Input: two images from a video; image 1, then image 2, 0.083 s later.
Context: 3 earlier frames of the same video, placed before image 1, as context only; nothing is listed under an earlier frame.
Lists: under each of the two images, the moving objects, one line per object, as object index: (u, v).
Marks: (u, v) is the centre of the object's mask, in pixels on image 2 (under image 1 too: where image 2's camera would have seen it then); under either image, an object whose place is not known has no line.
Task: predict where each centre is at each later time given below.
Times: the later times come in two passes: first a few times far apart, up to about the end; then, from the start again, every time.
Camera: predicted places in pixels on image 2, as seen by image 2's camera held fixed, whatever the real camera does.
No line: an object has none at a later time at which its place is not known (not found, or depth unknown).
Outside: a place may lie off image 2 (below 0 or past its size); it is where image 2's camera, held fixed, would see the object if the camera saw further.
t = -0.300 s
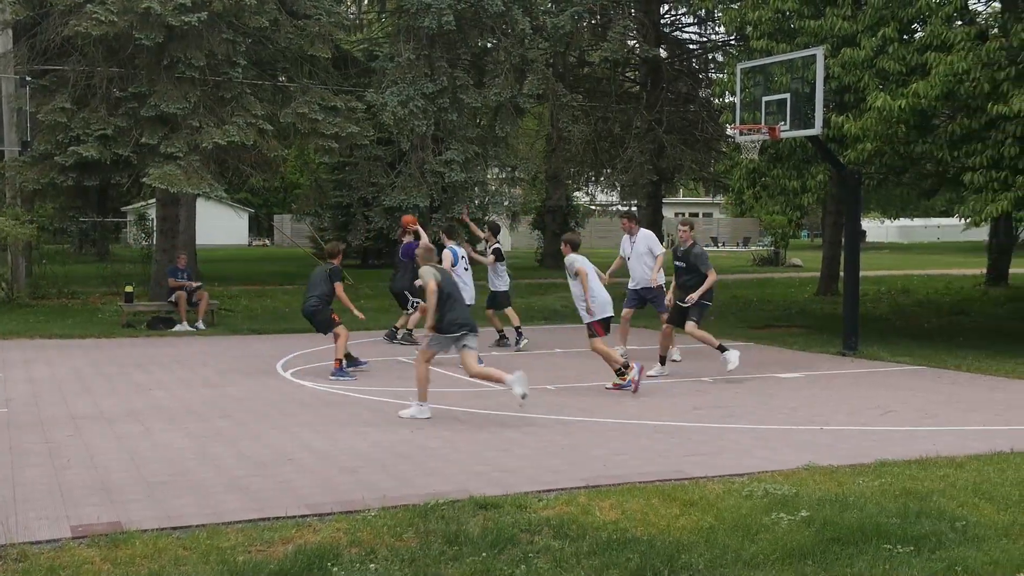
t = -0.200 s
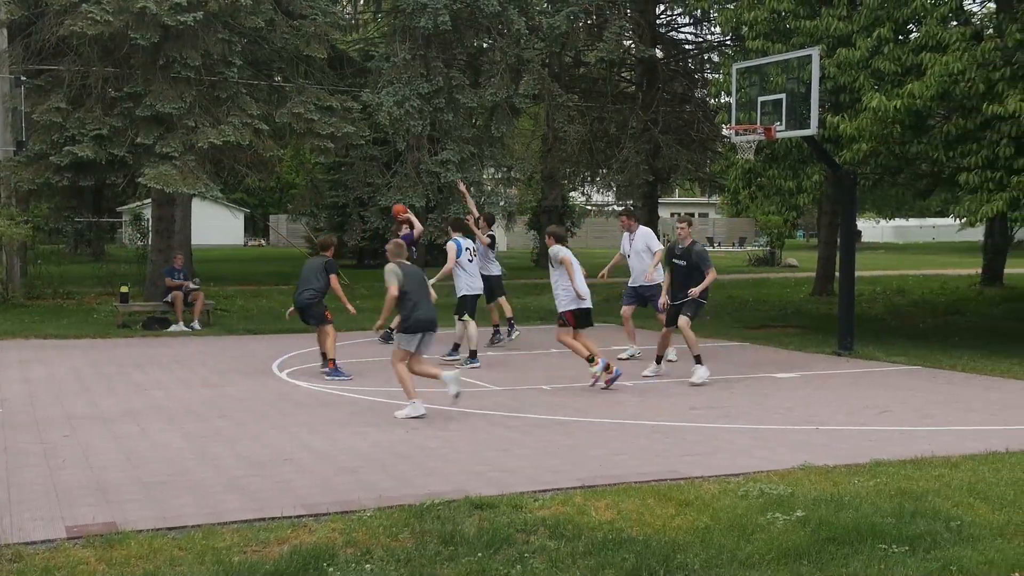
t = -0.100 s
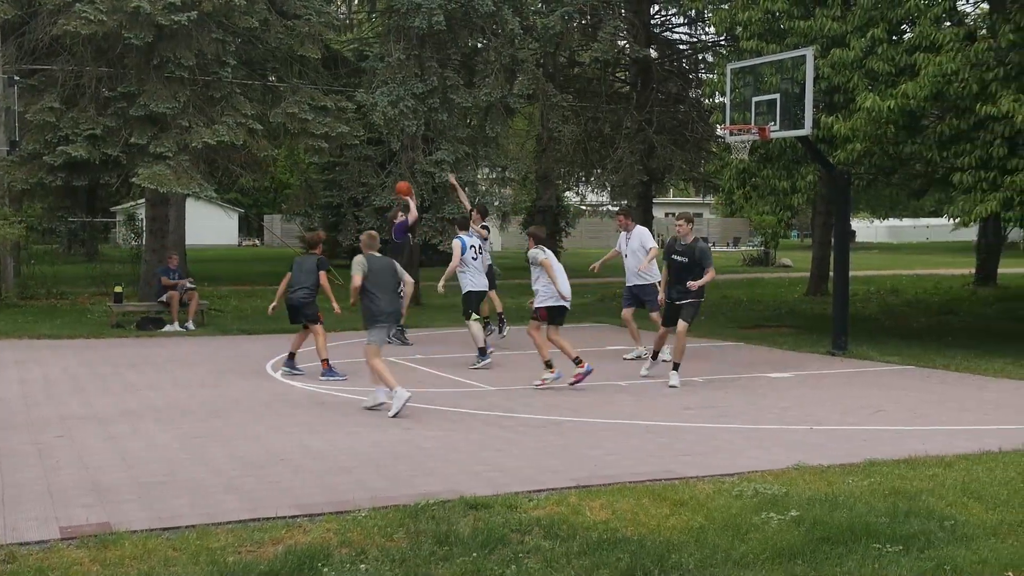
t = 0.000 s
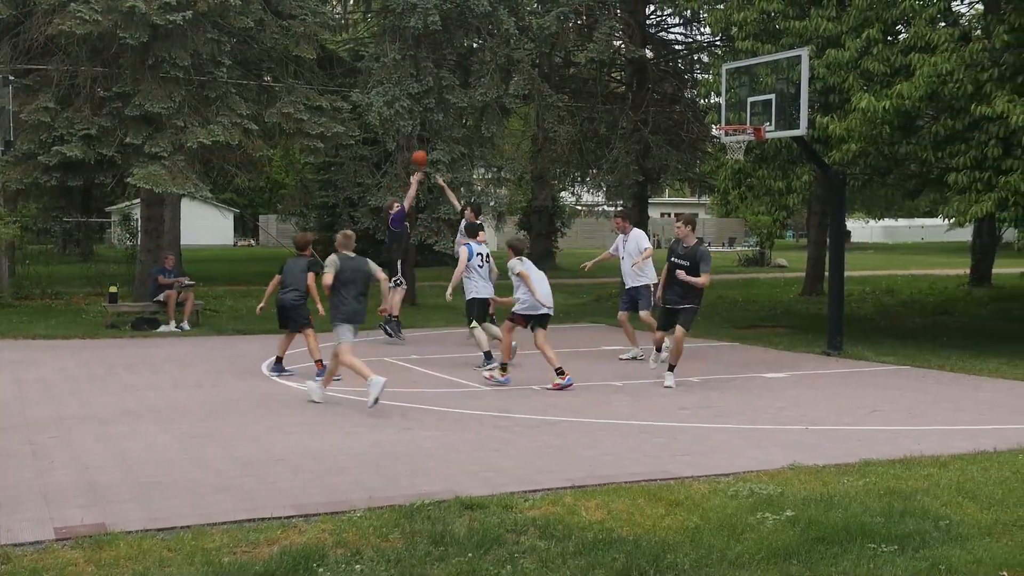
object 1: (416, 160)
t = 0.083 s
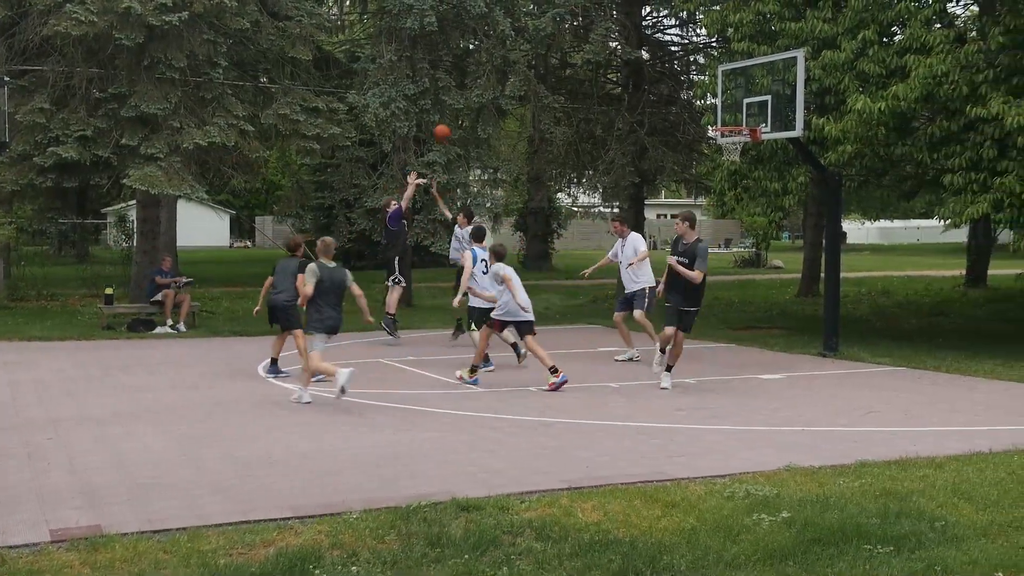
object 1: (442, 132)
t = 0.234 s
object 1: (488, 94)
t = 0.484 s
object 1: (567, 63)
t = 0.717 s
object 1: (645, 71)
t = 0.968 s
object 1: (733, 126)
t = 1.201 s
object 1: (738, 173)
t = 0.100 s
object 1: (446, 127)
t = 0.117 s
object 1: (452, 122)
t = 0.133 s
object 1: (457, 118)
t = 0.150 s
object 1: (463, 114)
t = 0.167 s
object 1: (467, 109)
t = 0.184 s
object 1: (473, 106)
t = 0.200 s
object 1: (478, 102)
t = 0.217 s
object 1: (483, 98)
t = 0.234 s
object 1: (488, 94)
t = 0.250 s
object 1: (494, 91)
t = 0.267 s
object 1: (499, 88)
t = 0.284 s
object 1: (504, 85)
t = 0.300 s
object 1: (509, 82)
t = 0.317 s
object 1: (514, 79)
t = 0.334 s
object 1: (520, 77)
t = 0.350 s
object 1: (525, 75)
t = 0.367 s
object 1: (530, 72)
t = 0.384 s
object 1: (535, 71)
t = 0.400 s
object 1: (541, 68)
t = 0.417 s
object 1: (546, 68)
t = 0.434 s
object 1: (551, 66)
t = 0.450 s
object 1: (557, 65)
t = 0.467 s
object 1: (563, 63)
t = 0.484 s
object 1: (567, 63)
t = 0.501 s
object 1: (573, 62)
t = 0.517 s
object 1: (578, 61)
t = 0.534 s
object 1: (585, 61)
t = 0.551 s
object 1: (589, 61)
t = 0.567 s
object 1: (596, 61)
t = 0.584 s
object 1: (601, 62)
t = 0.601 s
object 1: (606, 62)
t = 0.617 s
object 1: (612, 63)
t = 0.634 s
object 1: (617, 64)
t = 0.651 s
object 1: (623, 65)
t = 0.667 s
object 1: (628, 66)
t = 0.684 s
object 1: (634, 68)
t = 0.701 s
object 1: (639, 69)
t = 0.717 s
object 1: (645, 71)
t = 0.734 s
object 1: (651, 73)
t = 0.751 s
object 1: (656, 76)
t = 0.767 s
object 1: (662, 78)
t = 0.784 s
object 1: (668, 81)
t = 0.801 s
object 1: (673, 84)
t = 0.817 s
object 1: (680, 88)
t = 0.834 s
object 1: (685, 91)
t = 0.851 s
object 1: (690, 95)
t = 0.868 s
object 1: (696, 98)
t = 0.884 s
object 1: (703, 104)
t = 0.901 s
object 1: (707, 107)
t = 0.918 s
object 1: (714, 112)
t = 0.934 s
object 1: (720, 116)
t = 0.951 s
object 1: (727, 120)
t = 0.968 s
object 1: (733, 126)
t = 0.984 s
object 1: (739, 133)
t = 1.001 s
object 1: (743, 137)
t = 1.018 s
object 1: (746, 140)
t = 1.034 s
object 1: (745, 145)
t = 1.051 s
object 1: (745, 147)
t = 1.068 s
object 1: (744, 150)
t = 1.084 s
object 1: (744, 152)
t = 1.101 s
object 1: (743, 154)
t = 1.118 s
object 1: (743, 157)
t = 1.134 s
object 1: (742, 159)
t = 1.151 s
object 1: (742, 163)
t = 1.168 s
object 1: (740, 166)
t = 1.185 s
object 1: (739, 170)
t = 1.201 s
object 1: (738, 173)
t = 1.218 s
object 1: (738, 178)
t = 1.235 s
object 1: (737, 182)
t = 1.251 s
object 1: (736, 187)
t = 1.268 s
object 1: (735, 191)
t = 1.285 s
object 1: (734, 197)
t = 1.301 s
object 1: (733, 201)
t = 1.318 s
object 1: (733, 207)
